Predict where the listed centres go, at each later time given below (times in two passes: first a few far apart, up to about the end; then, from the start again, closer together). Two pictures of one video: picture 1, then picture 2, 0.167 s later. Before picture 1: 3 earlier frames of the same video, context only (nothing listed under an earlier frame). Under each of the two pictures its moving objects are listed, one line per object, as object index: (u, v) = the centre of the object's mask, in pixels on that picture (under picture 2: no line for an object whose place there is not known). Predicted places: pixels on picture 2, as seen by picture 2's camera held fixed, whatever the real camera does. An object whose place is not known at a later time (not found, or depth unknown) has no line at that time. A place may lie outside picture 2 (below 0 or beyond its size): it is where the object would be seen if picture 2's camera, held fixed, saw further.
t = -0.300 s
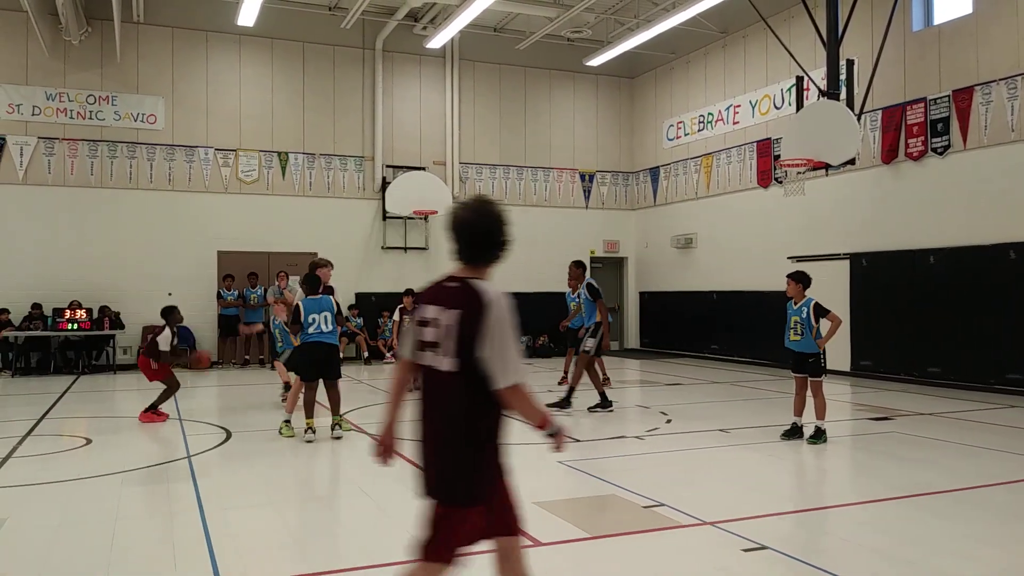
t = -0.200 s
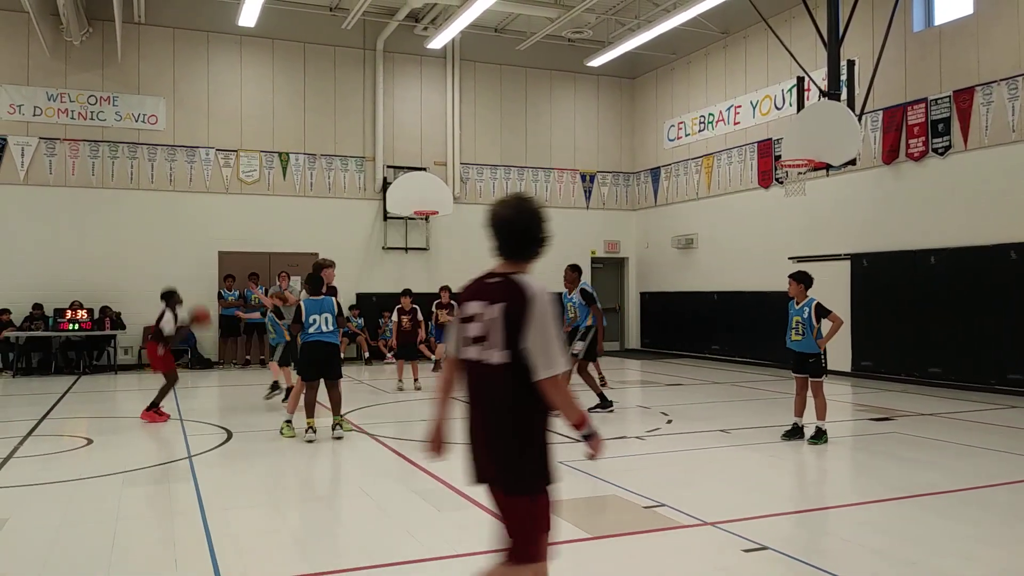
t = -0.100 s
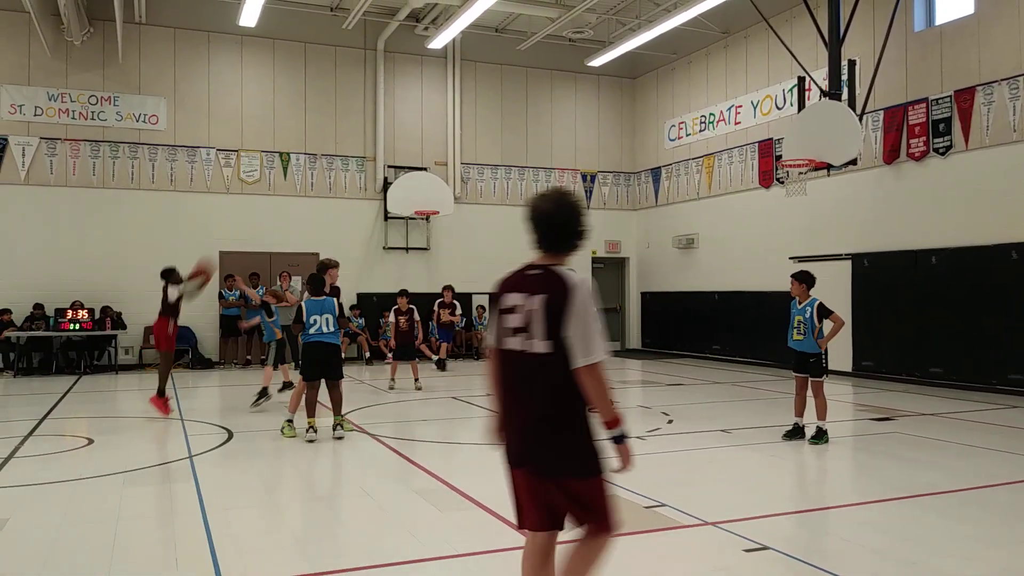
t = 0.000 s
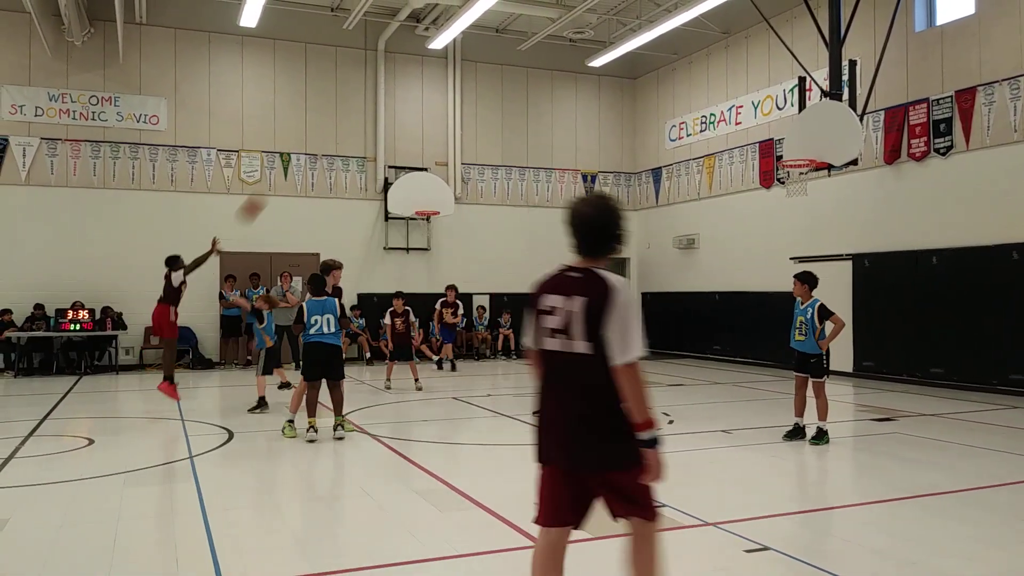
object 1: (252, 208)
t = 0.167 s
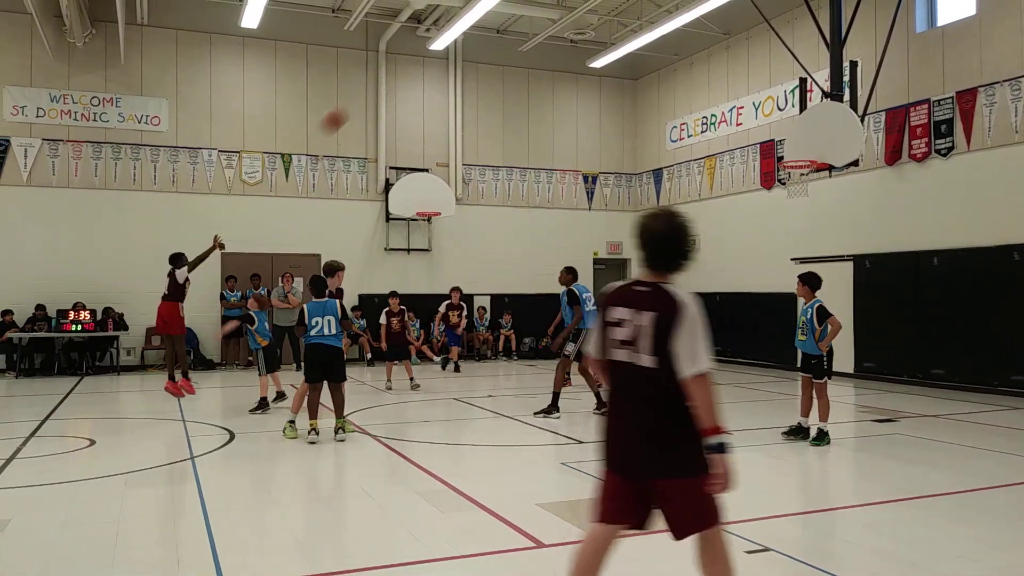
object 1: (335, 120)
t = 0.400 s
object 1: (438, 39)
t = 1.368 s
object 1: (794, 150)
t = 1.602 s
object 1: (803, 120)
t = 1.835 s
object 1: (789, 126)
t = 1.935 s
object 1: (783, 142)
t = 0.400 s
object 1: (438, 39)
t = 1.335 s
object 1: (785, 156)
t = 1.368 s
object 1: (794, 150)
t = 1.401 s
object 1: (801, 145)
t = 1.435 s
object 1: (808, 140)
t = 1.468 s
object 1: (811, 135)
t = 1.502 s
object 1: (809, 130)
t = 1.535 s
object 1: (807, 126)
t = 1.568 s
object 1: (805, 123)
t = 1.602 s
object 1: (803, 120)
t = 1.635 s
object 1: (801, 119)
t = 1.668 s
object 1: (799, 118)
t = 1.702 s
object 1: (797, 118)
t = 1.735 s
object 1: (795, 119)
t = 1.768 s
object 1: (793, 120)
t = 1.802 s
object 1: (791, 123)
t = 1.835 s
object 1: (789, 126)
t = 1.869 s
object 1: (787, 130)
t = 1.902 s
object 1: (785, 136)
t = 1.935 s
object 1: (783, 142)
